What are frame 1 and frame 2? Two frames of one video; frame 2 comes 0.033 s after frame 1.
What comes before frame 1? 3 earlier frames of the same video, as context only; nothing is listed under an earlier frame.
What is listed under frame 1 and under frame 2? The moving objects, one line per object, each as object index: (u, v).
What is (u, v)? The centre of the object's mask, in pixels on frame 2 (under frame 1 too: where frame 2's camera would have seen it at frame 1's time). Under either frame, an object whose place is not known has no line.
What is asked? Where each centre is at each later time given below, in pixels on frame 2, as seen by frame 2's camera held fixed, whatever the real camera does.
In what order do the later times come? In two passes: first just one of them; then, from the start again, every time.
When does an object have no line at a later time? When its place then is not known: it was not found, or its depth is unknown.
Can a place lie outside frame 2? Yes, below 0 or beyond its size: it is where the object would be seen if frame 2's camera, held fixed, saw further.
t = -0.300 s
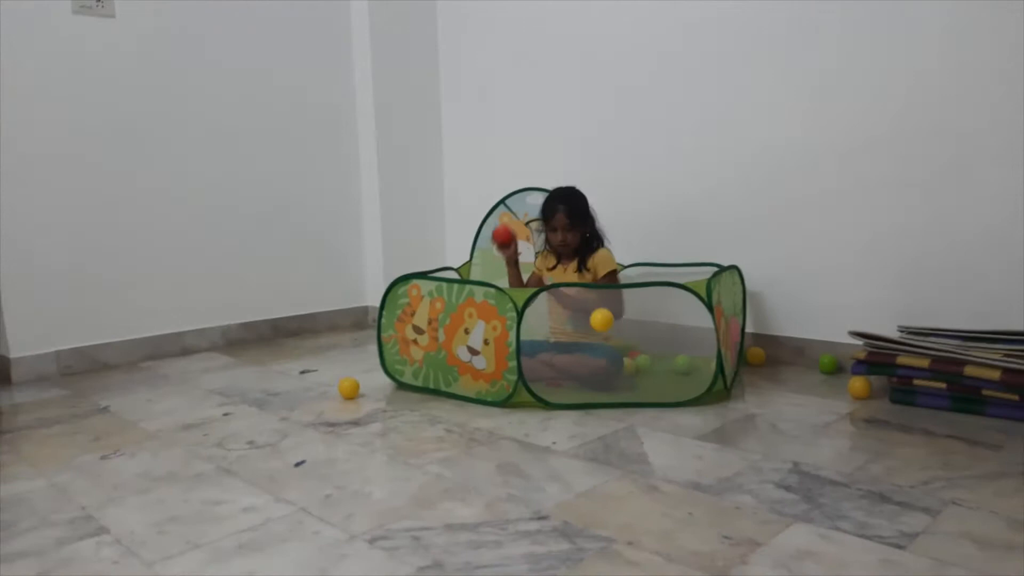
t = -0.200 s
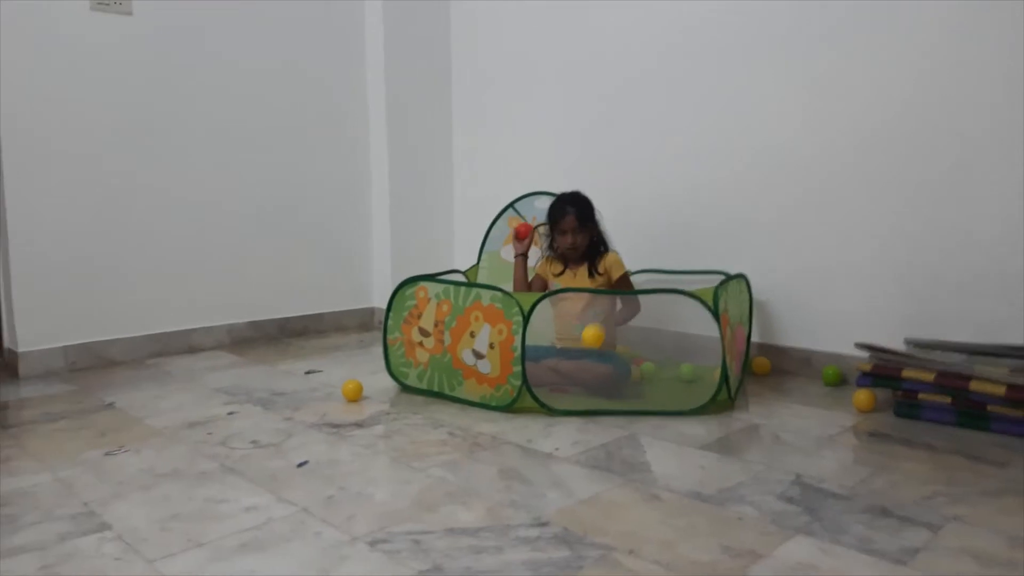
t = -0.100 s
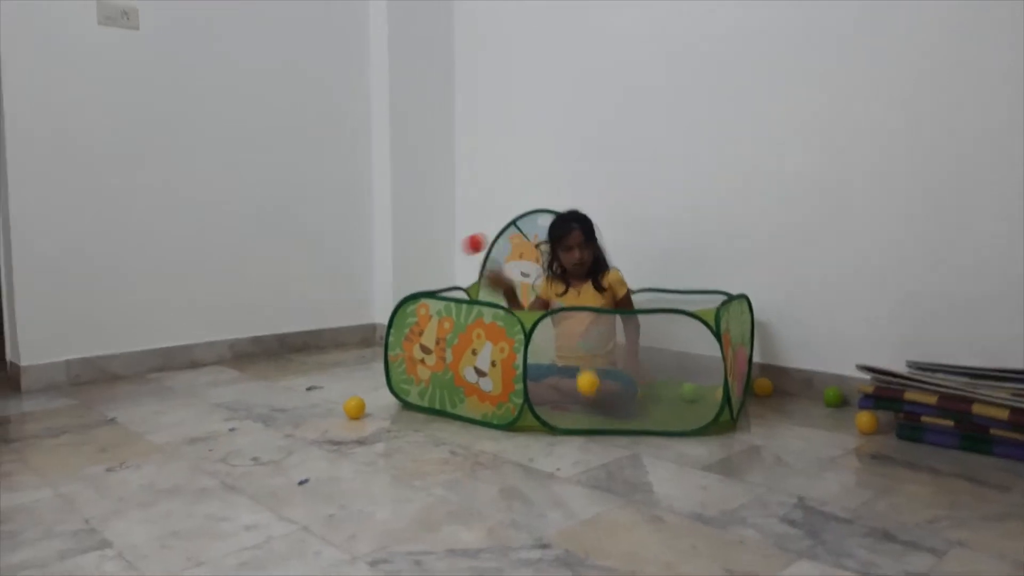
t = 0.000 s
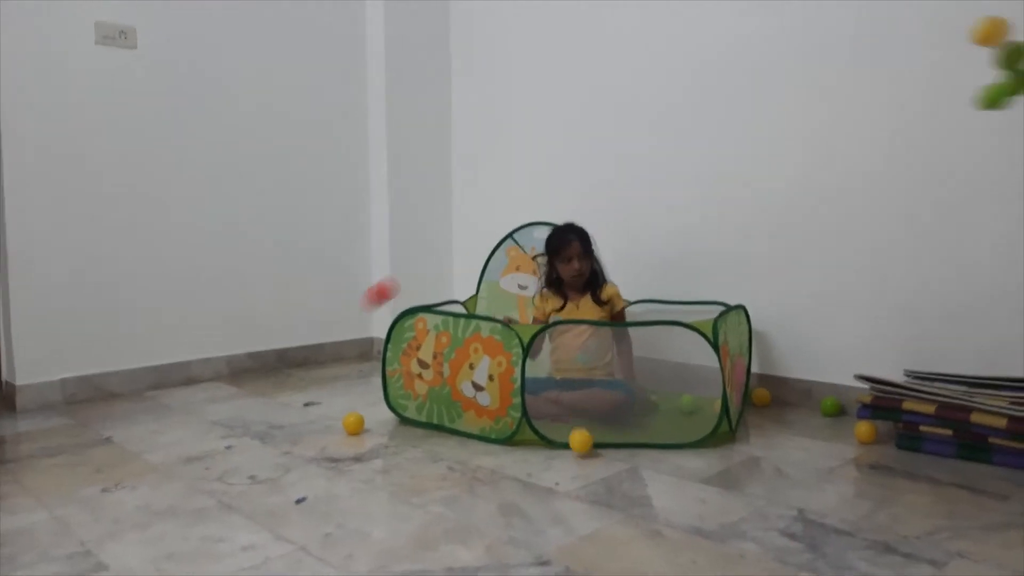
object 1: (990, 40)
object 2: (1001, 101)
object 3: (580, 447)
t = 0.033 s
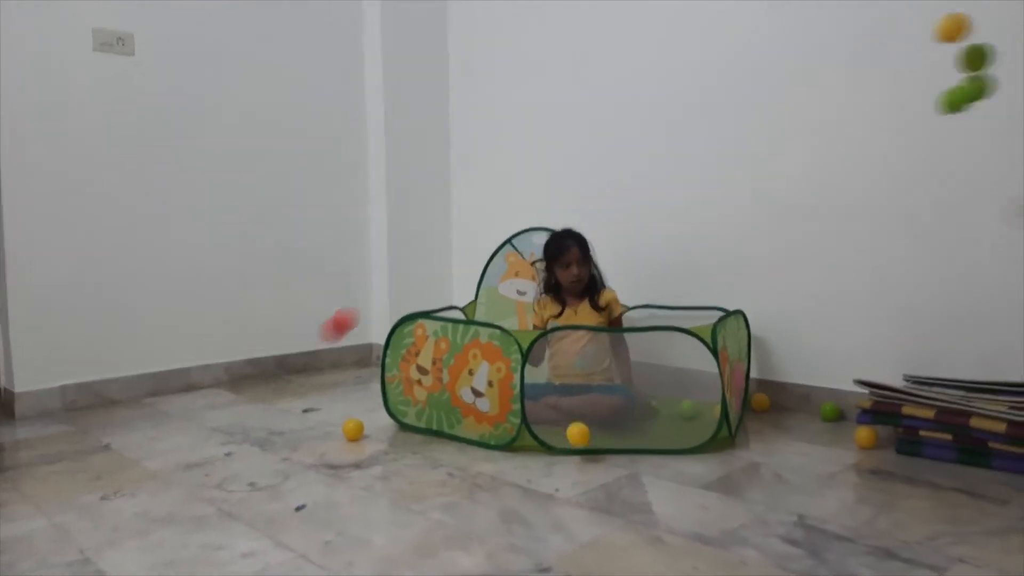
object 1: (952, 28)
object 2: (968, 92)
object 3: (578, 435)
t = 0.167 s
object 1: (840, 44)
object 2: (837, 136)
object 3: (570, 419)
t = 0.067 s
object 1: (922, 28)
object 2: (932, 100)
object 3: (575, 425)
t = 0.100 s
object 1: (893, 28)
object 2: (896, 108)
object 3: (573, 420)
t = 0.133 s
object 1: (865, 34)
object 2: (866, 120)
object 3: (571, 417)
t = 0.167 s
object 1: (840, 44)
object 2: (837, 136)
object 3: (570, 419)
